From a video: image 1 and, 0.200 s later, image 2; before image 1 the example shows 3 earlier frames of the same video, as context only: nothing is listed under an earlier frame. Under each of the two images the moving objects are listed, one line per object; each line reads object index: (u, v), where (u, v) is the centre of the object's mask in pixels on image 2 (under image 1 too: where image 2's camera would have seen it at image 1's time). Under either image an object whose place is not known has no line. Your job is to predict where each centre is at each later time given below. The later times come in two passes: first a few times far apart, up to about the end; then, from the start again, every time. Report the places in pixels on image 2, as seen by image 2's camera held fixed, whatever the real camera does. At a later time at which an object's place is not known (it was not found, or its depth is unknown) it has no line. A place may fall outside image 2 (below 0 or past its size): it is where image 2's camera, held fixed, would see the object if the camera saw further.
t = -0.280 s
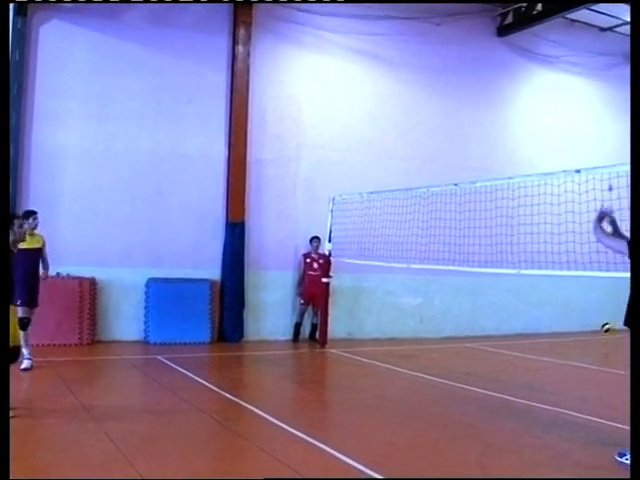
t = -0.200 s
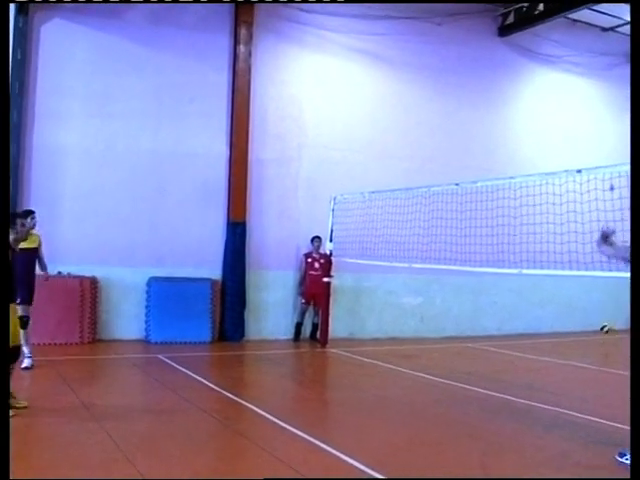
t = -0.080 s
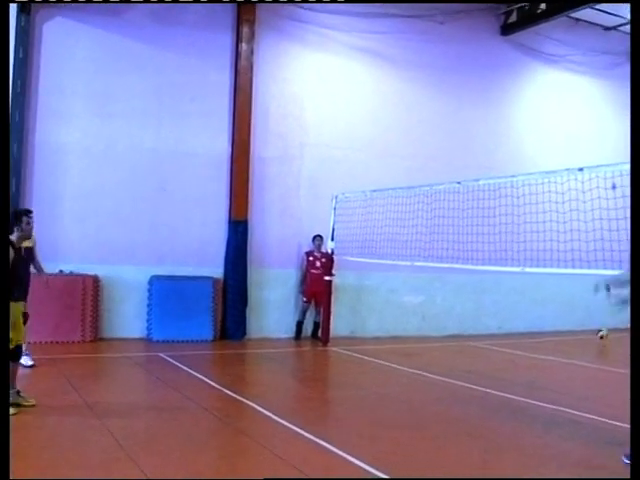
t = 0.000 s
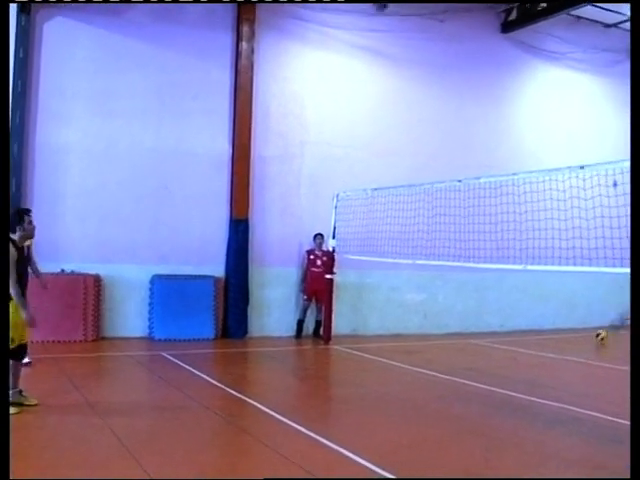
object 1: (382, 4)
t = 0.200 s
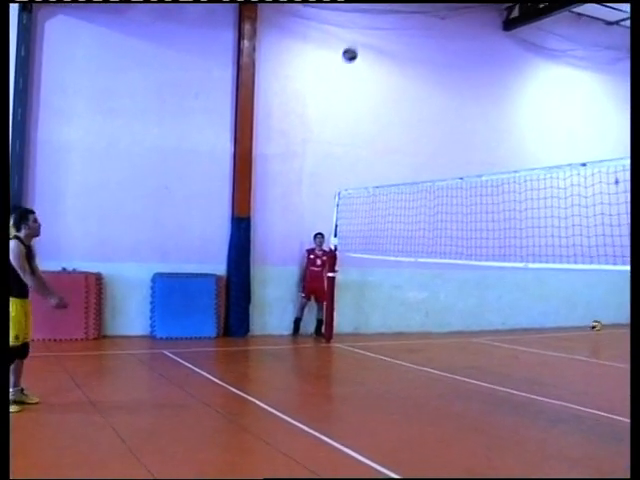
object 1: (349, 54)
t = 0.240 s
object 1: (343, 66)
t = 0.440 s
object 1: (316, 145)
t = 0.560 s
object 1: (302, 198)
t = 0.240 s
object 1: (343, 66)
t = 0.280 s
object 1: (338, 81)
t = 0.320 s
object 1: (332, 95)
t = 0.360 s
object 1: (327, 111)
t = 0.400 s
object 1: (322, 127)
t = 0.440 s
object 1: (316, 145)
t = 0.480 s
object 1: (311, 162)
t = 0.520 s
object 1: (306, 180)
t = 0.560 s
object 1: (302, 198)
